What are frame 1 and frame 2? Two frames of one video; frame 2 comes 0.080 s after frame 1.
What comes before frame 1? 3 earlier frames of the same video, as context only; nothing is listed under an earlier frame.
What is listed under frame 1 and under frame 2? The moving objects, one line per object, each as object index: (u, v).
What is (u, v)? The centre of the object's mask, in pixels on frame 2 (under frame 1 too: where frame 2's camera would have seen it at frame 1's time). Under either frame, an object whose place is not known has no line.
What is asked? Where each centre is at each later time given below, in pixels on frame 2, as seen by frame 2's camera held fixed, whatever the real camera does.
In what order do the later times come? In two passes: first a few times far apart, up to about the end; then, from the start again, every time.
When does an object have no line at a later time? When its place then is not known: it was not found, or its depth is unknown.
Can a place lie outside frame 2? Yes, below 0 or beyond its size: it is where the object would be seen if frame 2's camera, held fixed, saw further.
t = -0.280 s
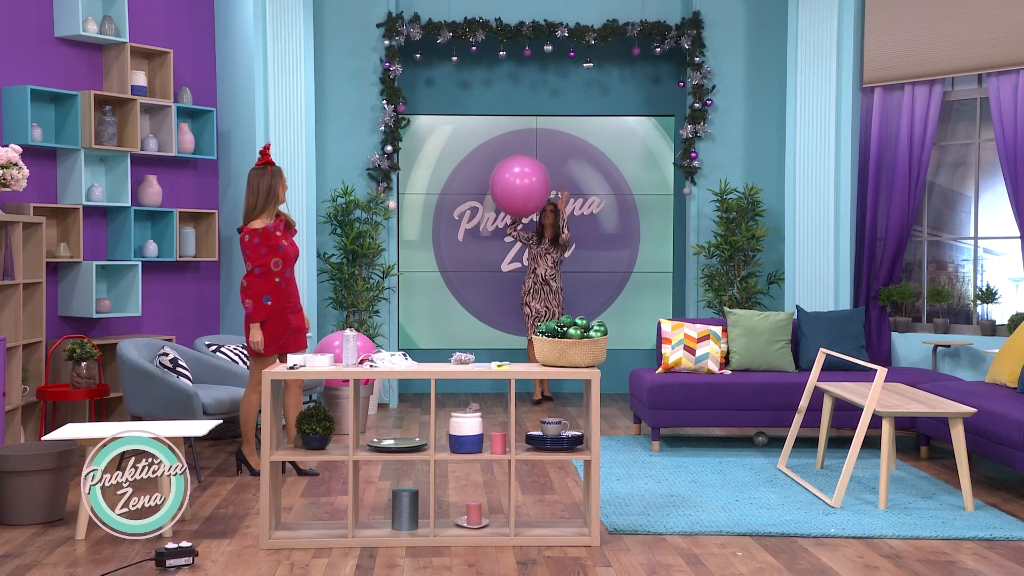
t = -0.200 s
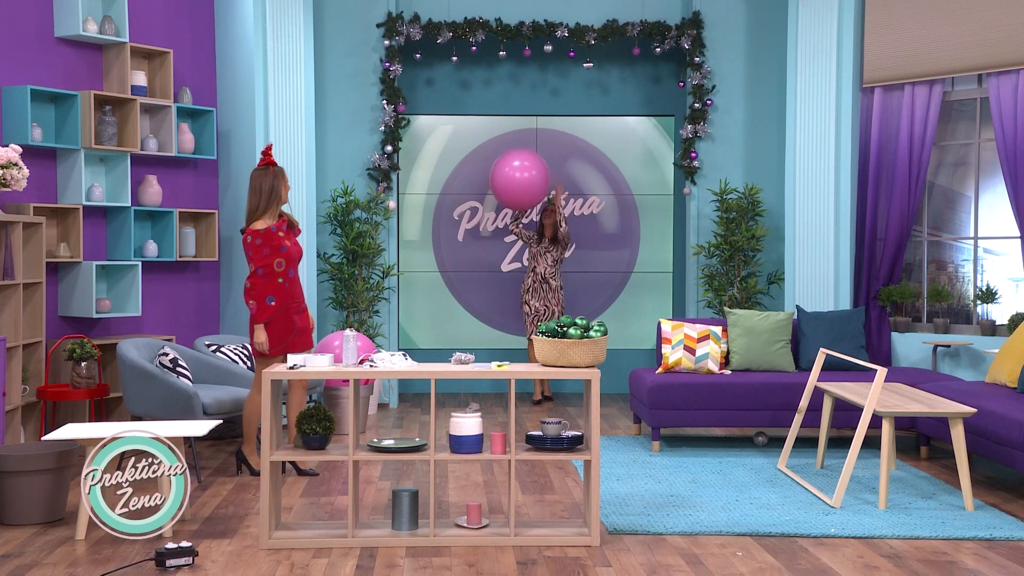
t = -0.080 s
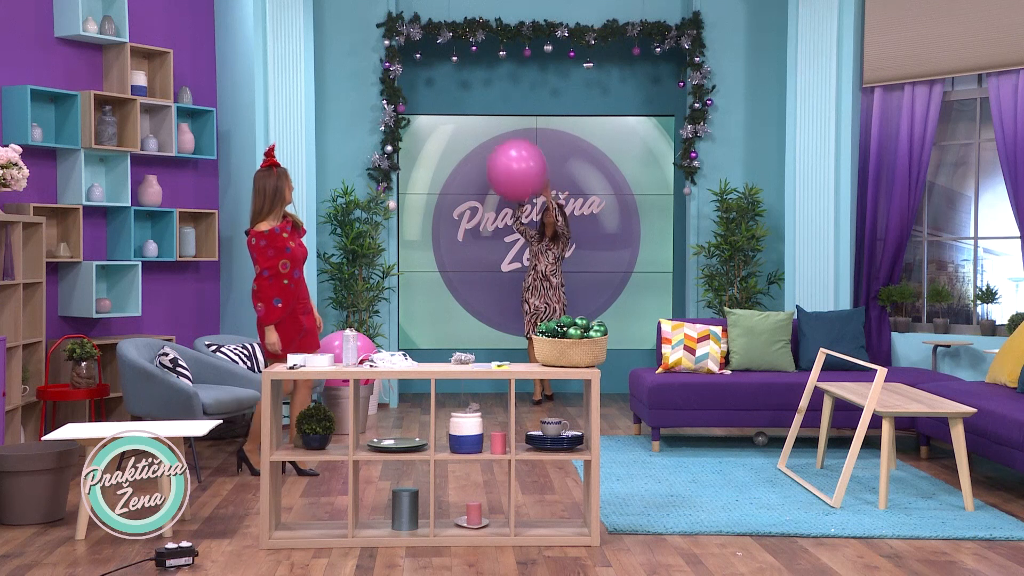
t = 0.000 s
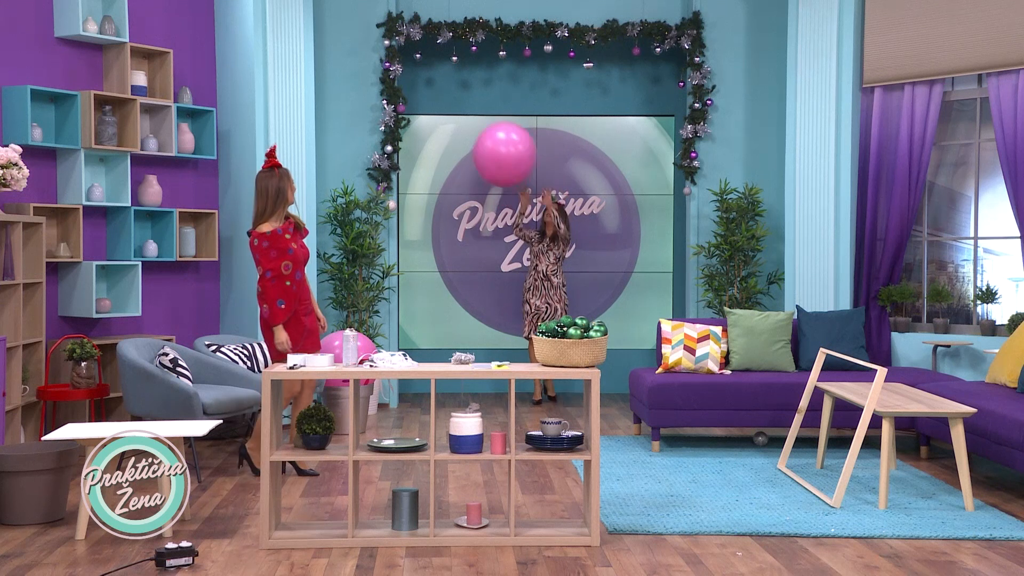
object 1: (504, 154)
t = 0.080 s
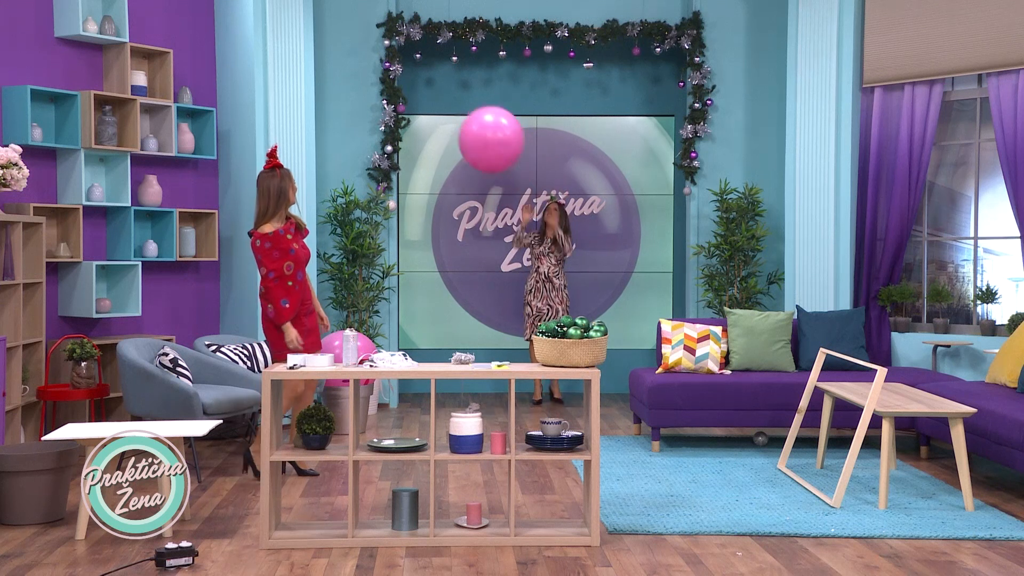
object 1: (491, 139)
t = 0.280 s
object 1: (458, 109)
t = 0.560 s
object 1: (424, 96)
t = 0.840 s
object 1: (414, 126)
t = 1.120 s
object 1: (412, 180)
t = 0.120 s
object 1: (484, 133)
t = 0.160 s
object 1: (477, 126)
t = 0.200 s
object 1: (471, 120)
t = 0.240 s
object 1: (464, 114)
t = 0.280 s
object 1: (458, 109)
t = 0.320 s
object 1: (452, 105)
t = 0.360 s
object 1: (446, 101)
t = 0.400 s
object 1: (441, 98)
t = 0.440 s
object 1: (436, 96)
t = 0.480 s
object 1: (432, 95)
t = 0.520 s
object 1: (428, 95)
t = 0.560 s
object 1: (424, 96)
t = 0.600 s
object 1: (422, 97)
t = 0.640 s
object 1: (420, 100)
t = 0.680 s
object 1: (418, 104)
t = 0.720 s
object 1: (416, 109)
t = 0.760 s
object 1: (415, 114)
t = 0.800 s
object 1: (415, 120)
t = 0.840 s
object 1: (414, 126)
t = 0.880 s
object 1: (414, 133)
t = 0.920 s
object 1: (413, 140)
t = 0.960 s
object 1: (413, 147)
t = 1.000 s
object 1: (412, 155)
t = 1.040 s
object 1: (412, 163)
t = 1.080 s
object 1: (412, 171)
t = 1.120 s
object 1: (412, 180)
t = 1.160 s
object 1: (412, 189)
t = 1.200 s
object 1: (411, 199)
